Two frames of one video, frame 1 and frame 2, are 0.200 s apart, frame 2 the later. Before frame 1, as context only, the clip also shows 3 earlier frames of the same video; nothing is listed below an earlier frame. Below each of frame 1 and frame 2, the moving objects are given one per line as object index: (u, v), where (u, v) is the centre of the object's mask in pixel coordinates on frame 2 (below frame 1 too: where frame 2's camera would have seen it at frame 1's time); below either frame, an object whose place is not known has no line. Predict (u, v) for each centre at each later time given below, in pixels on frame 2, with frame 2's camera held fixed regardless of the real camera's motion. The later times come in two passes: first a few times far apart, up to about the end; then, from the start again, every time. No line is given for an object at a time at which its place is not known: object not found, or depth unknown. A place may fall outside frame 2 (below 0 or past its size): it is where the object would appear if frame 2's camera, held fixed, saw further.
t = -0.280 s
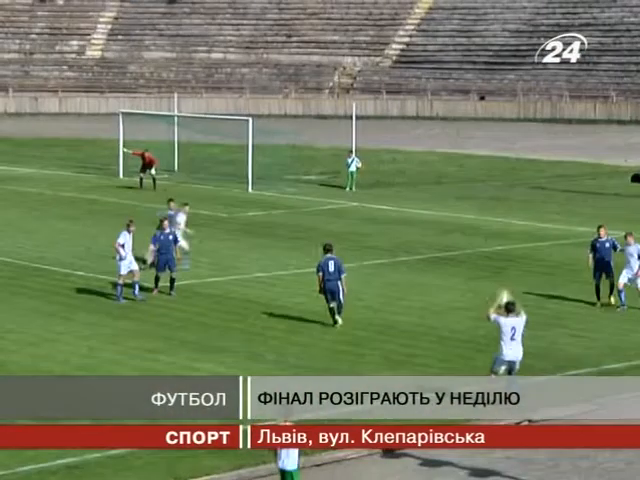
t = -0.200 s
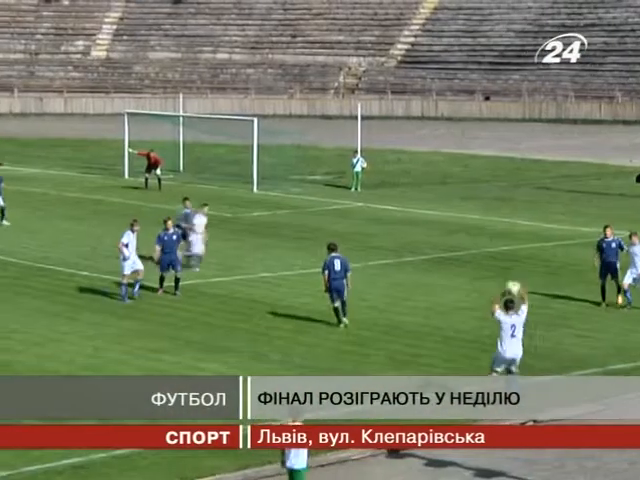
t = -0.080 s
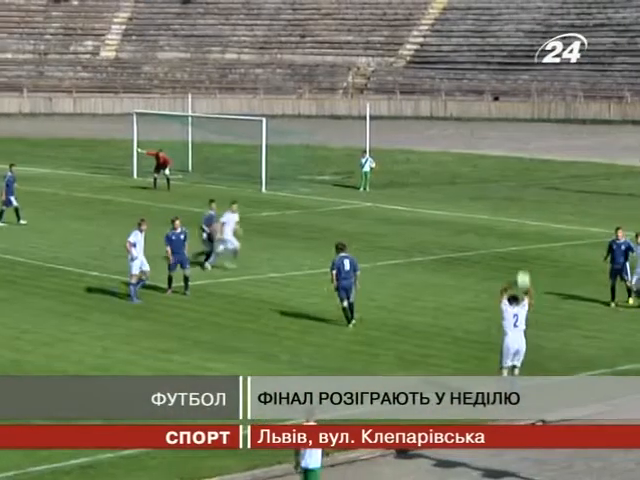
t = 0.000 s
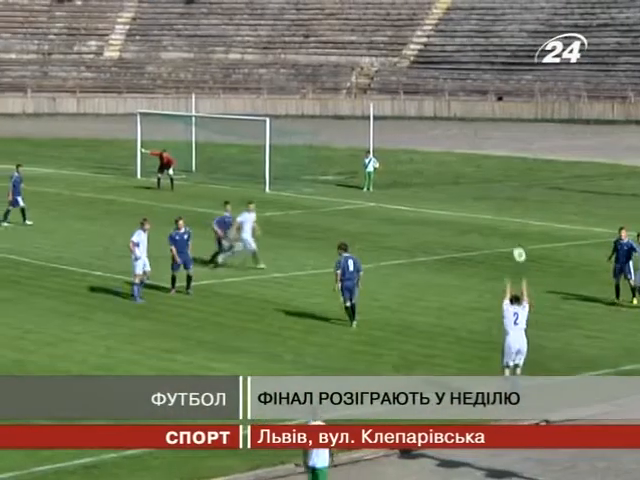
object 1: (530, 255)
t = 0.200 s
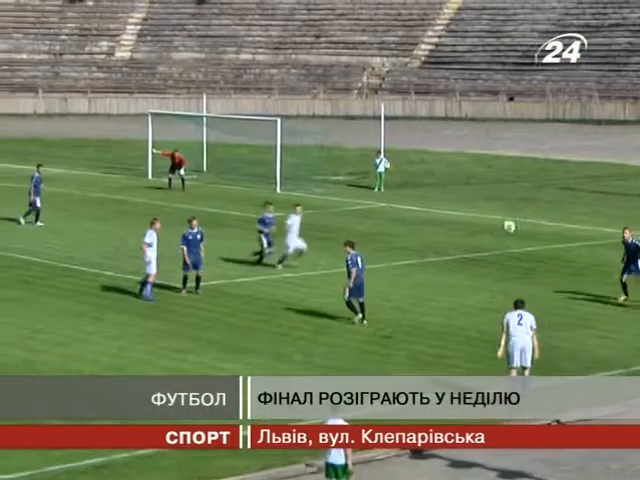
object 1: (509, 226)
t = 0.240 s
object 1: (505, 224)
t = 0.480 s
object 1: (483, 228)
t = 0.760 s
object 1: (460, 268)
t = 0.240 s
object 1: (505, 224)
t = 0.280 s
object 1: (501, 222)
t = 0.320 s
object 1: (497, 222)
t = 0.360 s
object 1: (494, 222)
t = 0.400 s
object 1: (490, 223)
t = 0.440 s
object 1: (486, 225)
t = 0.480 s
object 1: (483, 228)
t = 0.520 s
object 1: (480, 232)
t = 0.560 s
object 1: (476, 236)
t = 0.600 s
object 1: (472, 241)
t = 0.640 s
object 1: (469, 247)
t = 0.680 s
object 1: (466, 253)
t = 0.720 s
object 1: (463, 260)
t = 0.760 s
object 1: (460, 268)
